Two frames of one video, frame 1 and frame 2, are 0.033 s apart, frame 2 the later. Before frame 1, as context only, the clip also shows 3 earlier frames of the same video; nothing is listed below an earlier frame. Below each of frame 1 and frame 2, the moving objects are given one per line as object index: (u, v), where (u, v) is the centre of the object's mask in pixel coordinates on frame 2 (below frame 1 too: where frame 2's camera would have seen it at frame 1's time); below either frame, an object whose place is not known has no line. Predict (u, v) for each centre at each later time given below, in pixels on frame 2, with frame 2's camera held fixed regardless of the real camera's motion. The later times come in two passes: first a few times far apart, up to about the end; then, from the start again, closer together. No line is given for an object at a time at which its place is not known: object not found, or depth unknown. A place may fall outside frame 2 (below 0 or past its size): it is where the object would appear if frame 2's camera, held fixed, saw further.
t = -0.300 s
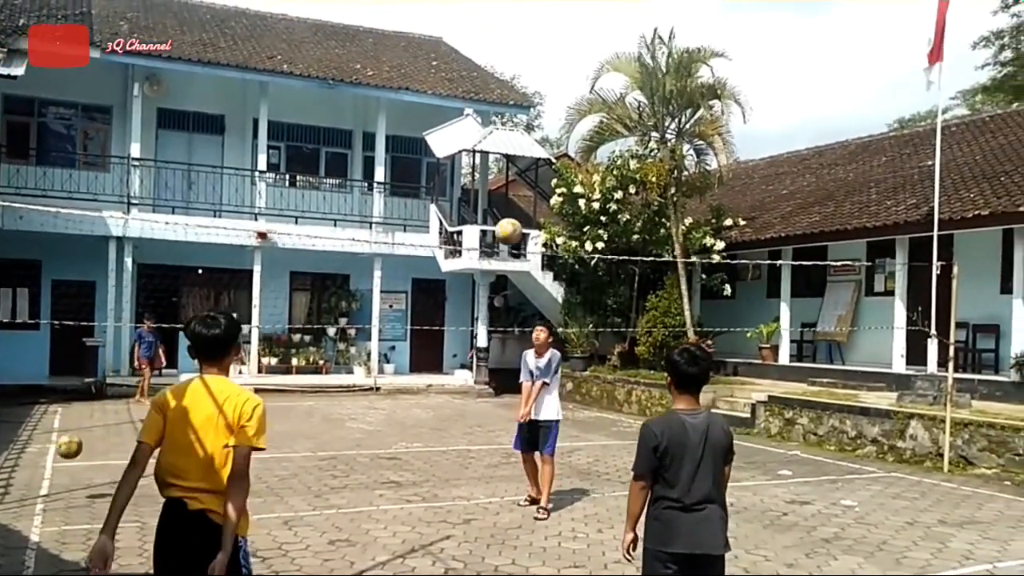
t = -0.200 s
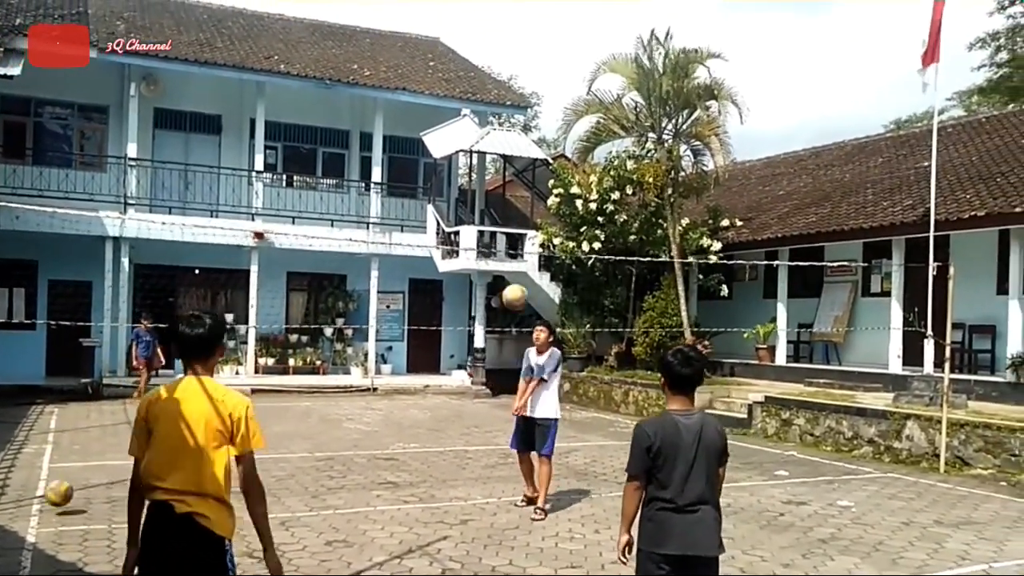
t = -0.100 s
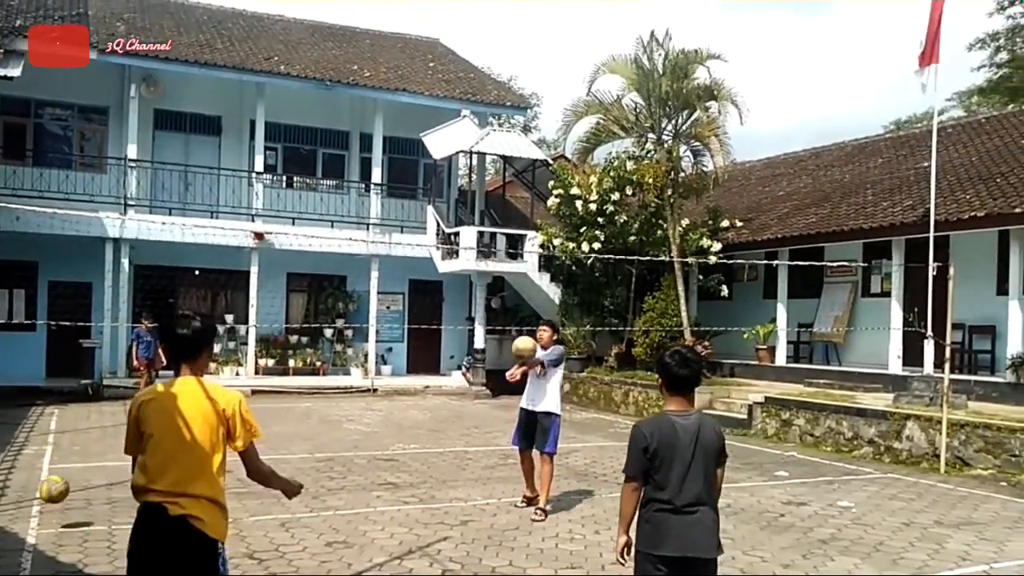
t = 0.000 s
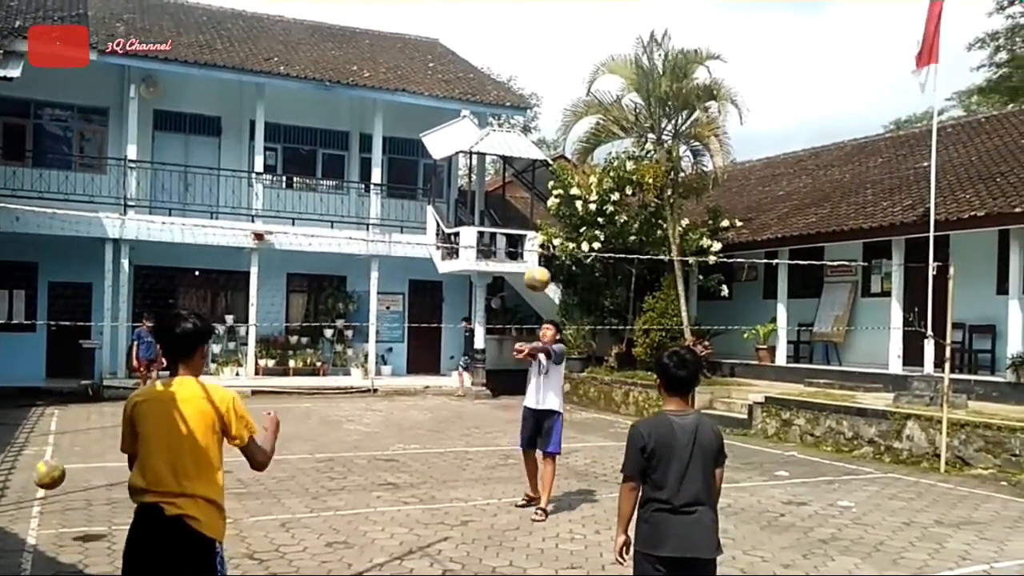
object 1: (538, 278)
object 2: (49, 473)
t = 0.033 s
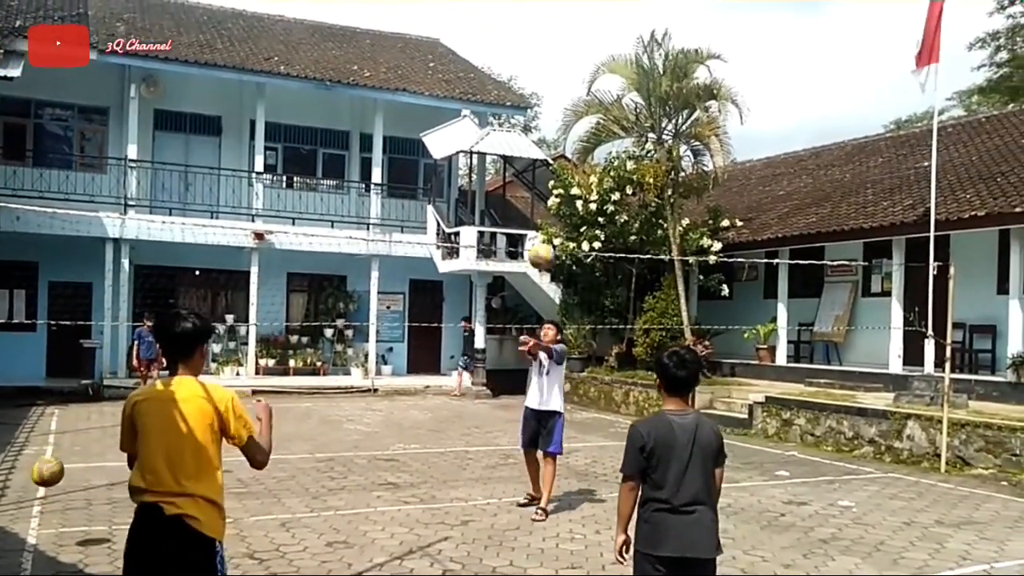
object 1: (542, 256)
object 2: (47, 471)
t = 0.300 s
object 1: (577, 109)
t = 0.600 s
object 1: (629, 27)
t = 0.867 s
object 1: (688, 74)
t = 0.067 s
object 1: (545, 235)
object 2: (45, 470)
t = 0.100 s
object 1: (550, 214)
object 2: (43, 471)
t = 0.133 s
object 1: (554, 195)
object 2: (41, 474)
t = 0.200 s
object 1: (563, 158)
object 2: (35, 485)
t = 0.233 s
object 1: (567, 142)
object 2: (32, 494)
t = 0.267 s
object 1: (573, 124)
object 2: (29, 506)
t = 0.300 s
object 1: (577, 109)
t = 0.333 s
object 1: (582, 95)
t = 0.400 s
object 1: (593, 70)
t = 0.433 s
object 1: (599, 59)
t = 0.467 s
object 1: (604, 49)
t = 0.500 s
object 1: (610, 42)
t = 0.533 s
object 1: (616, 35)
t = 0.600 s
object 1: (629, 27)
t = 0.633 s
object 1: (635, 25)
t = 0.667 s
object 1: (642, 25)
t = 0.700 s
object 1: (649, 28)
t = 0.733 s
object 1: (656, 33)
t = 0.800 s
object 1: (671, 47)
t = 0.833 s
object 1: (679, 61)
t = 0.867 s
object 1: (688, 74)
